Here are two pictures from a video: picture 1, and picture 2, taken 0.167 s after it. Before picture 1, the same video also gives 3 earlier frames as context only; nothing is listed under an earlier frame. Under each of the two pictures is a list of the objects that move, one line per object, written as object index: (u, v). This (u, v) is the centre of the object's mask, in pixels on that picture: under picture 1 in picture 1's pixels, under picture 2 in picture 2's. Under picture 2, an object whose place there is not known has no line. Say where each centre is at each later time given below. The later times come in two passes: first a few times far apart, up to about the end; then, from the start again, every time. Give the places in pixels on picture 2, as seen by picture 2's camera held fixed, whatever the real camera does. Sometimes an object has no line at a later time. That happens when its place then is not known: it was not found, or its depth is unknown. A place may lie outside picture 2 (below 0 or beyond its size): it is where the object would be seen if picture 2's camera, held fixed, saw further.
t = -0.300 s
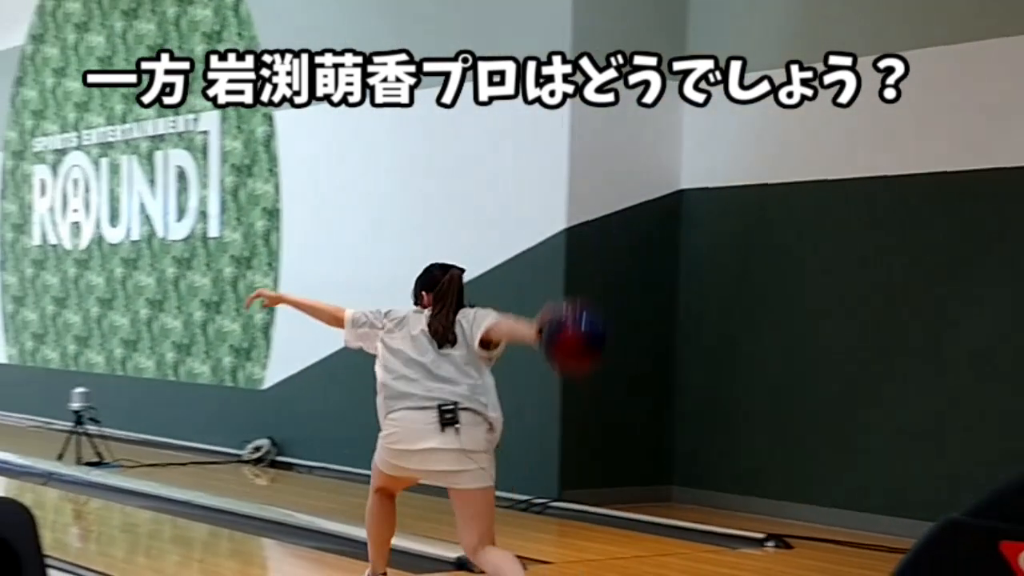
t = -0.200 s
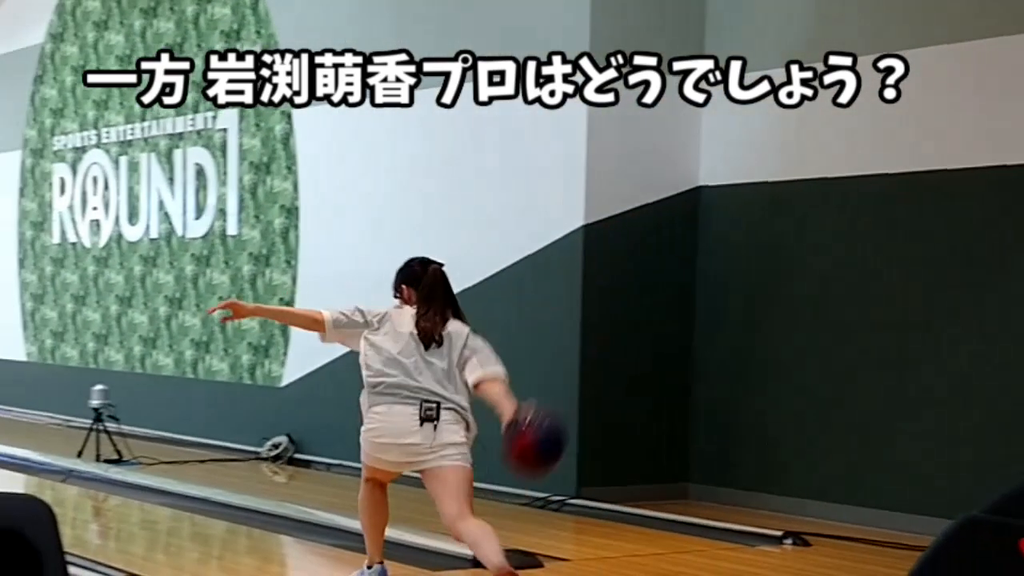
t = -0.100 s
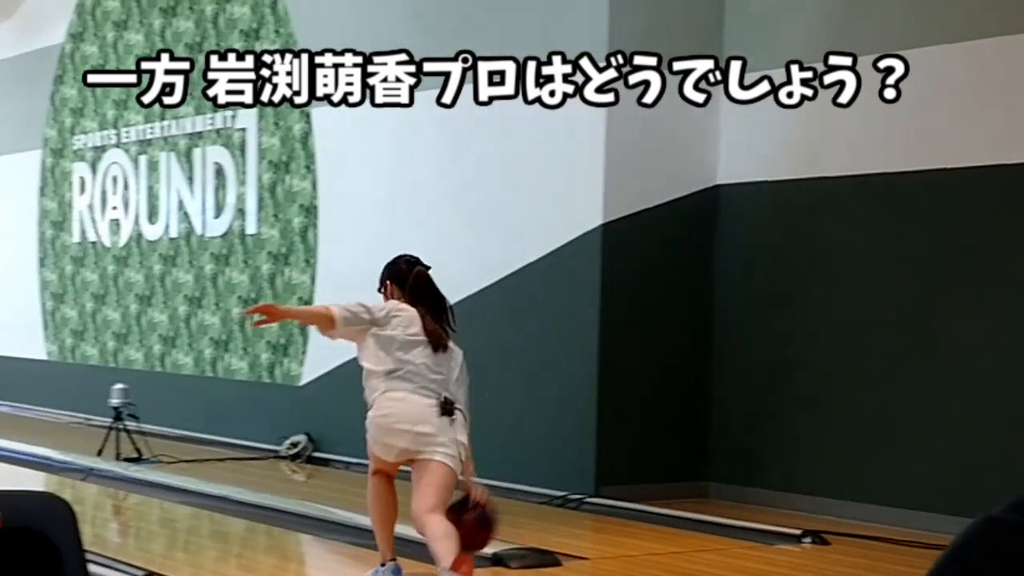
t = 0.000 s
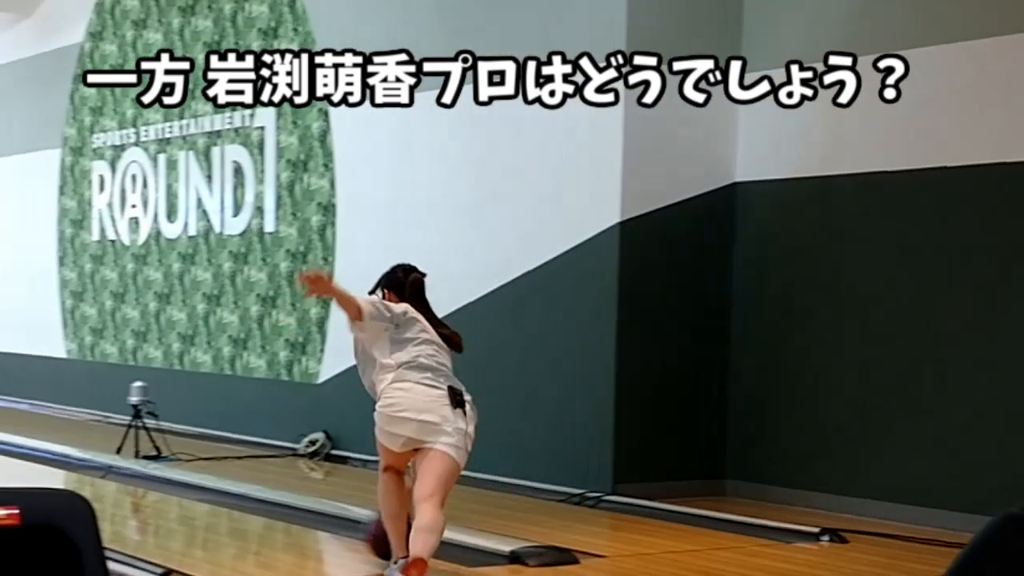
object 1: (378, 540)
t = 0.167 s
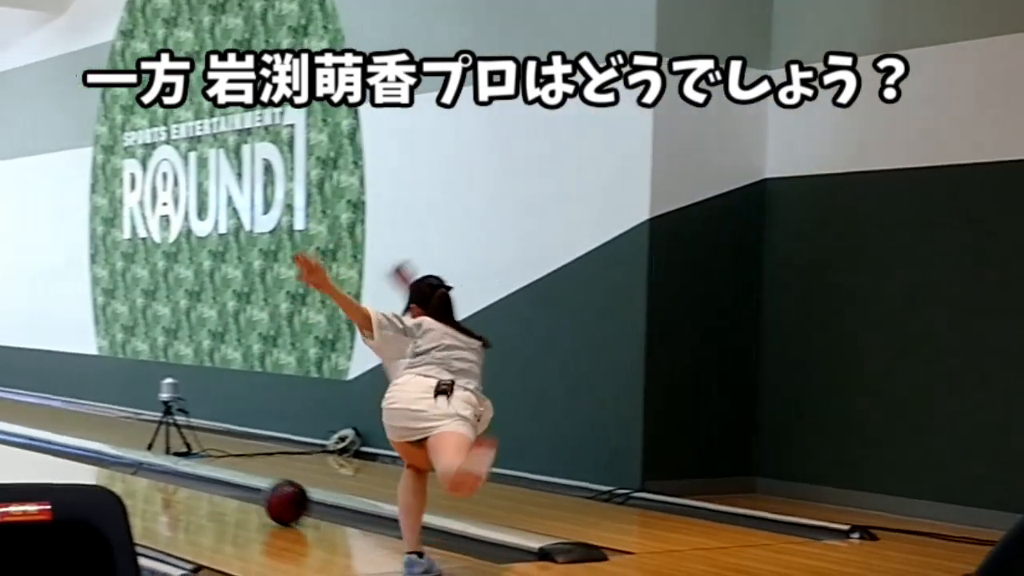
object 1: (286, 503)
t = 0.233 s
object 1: (241, 492)
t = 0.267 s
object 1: (221, 487)
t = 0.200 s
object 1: (263, 497)
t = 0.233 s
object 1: (241, 492)
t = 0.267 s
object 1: (221, 487)
